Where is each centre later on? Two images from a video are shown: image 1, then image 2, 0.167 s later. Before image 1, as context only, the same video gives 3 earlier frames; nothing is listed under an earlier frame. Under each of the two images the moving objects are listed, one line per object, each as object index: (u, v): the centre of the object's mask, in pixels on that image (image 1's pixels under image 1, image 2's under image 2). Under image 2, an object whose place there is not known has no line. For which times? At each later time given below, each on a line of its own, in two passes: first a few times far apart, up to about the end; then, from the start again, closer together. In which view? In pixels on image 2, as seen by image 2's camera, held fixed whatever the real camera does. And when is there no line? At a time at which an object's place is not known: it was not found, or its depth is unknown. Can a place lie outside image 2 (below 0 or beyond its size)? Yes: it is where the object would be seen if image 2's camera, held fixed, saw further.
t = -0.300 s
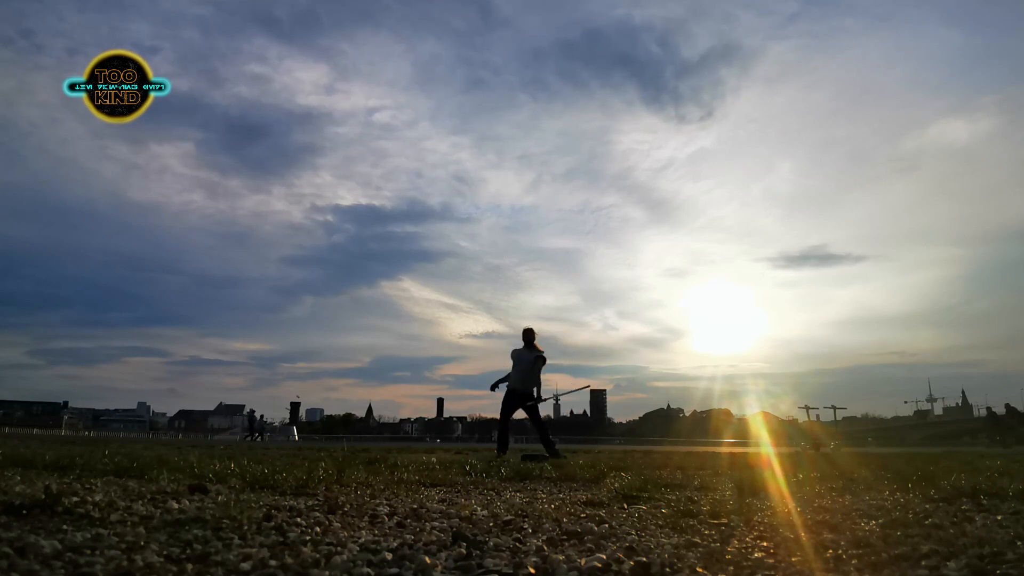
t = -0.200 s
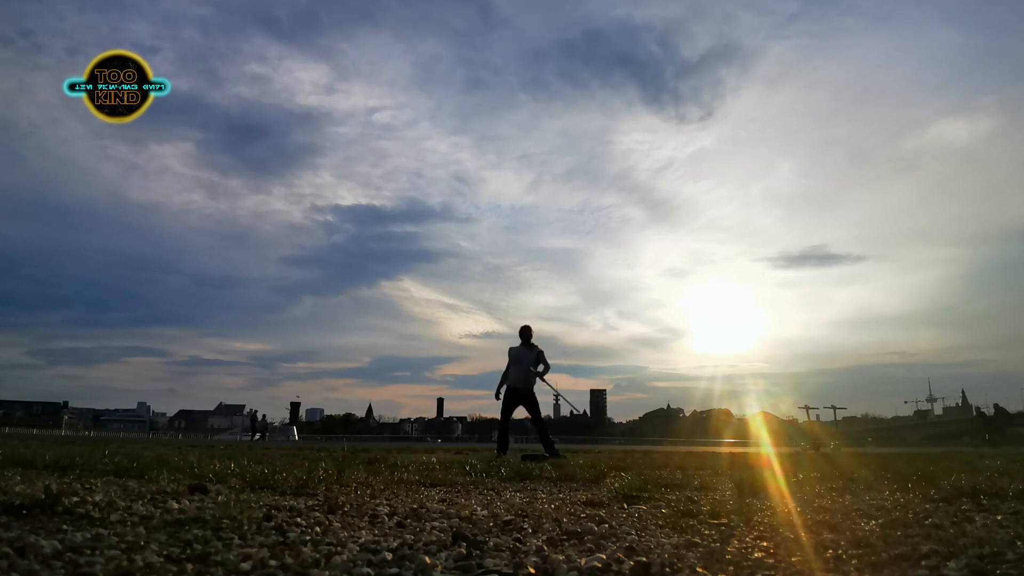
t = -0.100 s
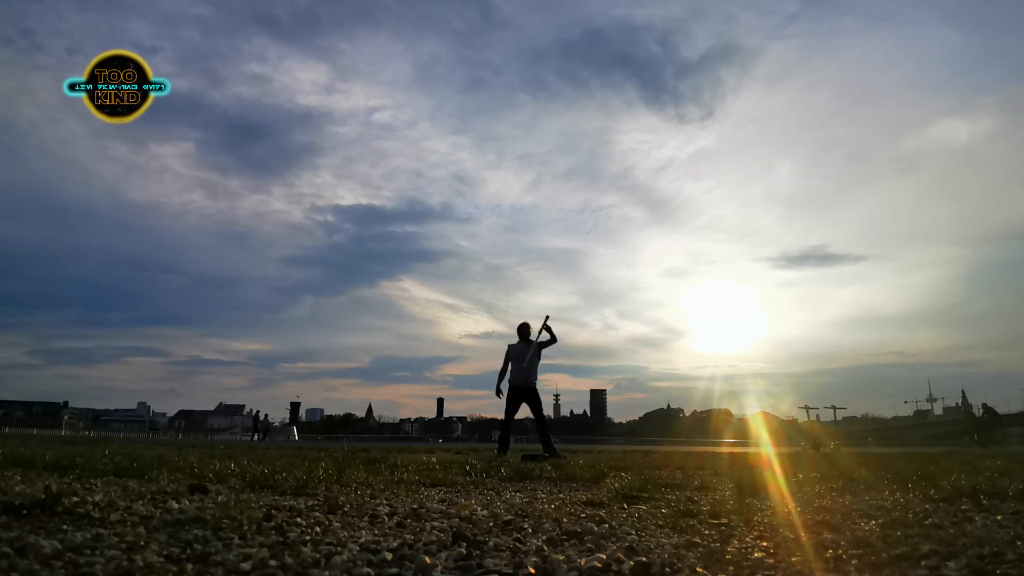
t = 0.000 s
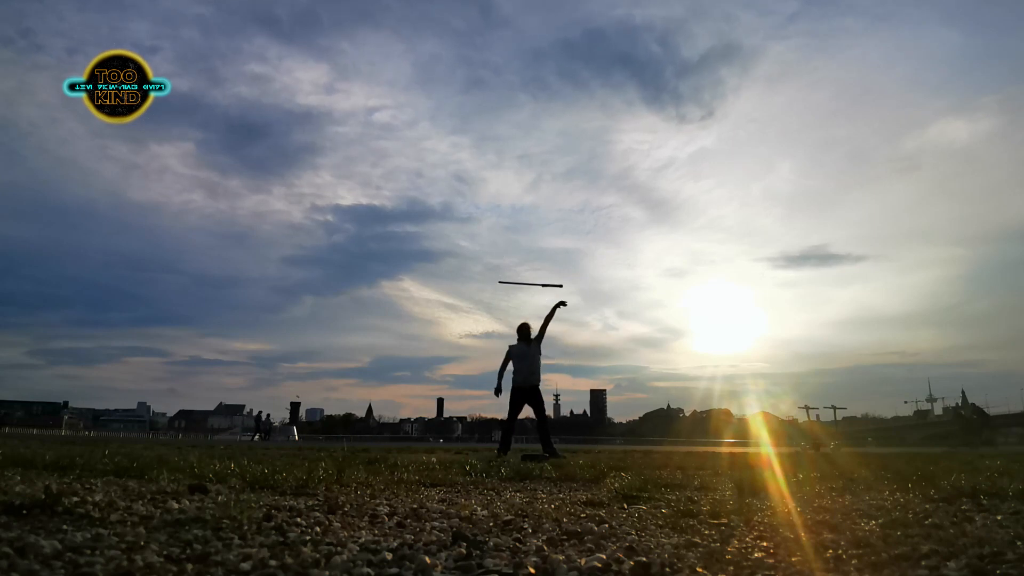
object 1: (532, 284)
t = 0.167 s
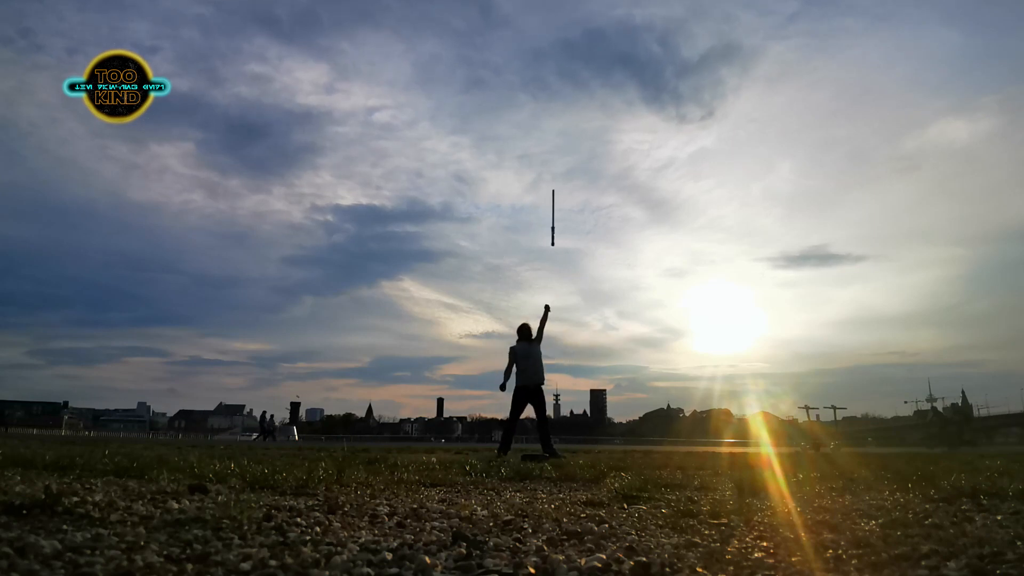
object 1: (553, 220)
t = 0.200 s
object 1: (558, 212)
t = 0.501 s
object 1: (570, 193)
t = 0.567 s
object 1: (566, 191)
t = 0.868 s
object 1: (588, 207)
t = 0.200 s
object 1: (558, 212)
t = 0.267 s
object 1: (566, 202)
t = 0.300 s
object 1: (569, 200)
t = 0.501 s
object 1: (570, 193)
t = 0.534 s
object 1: (568, 192)
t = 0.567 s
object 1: (566, 191)
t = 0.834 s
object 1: (583, 200)
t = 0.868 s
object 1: (588, 207)
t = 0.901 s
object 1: (593, 215)
